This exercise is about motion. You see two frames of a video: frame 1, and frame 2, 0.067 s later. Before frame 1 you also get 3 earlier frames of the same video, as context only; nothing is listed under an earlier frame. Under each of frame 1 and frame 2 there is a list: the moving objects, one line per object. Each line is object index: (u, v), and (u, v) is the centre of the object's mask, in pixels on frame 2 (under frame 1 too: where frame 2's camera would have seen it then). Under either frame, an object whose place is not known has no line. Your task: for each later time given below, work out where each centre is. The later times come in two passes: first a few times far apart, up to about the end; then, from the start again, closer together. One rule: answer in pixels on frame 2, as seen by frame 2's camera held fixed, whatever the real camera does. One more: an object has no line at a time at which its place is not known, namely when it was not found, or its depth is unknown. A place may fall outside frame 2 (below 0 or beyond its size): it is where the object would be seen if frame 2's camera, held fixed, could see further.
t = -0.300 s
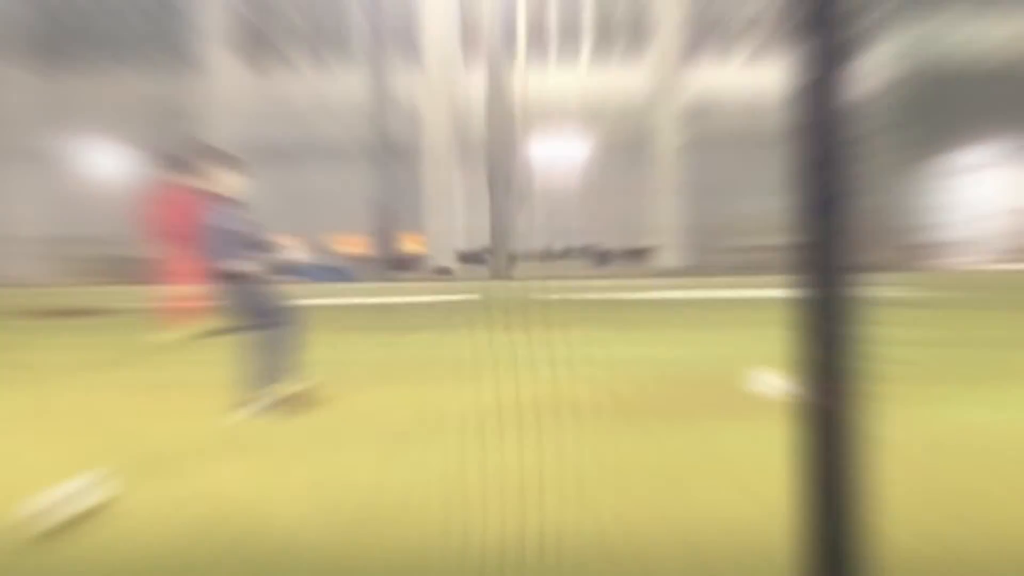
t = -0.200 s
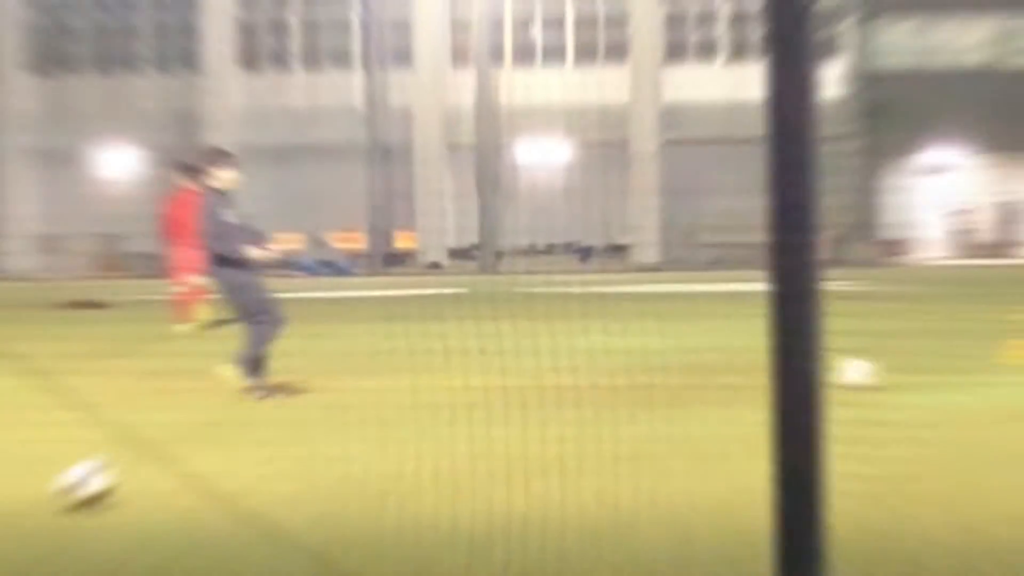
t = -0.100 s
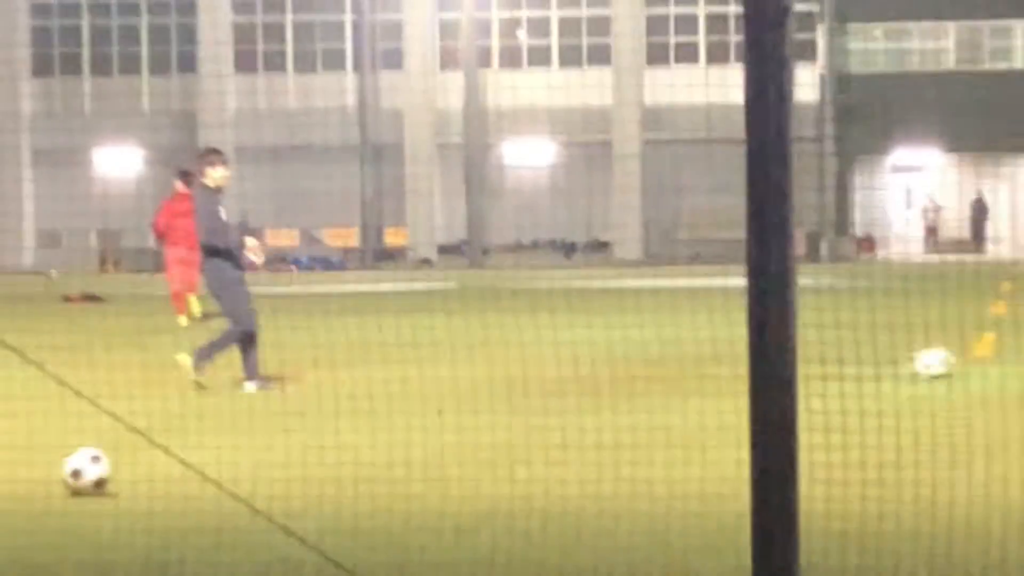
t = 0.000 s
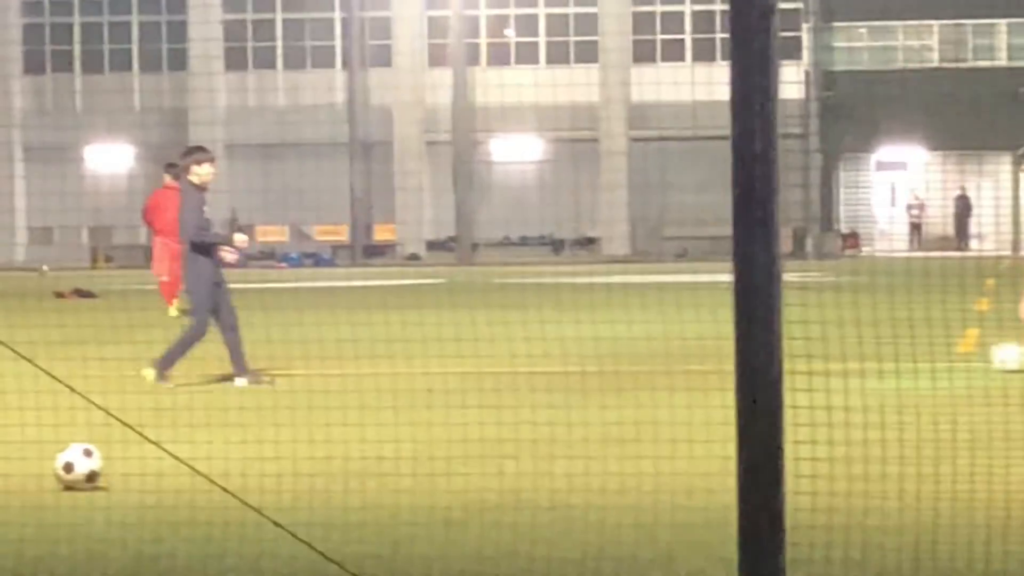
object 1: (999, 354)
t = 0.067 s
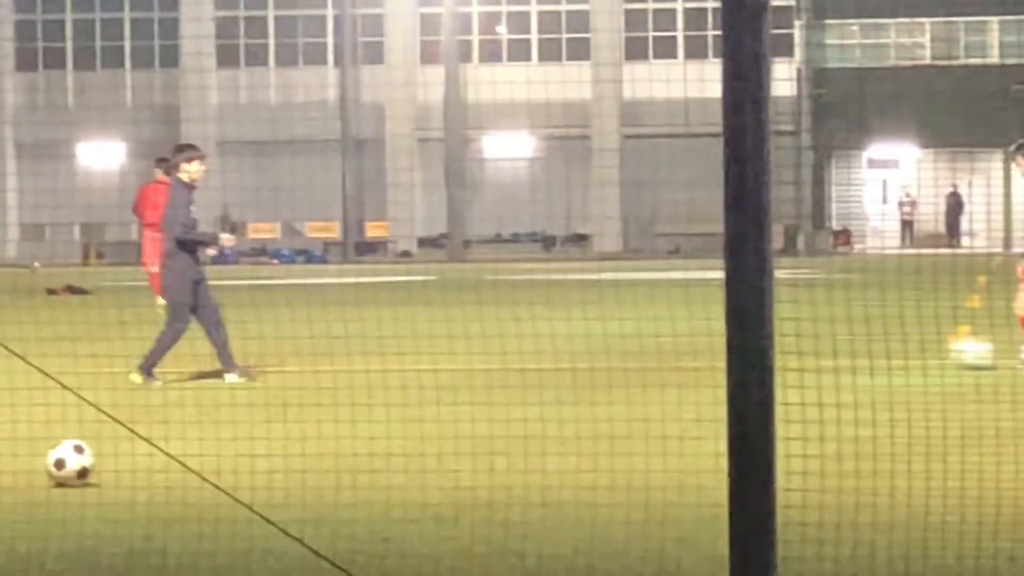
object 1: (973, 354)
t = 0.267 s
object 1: (790, 357)
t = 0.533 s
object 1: (587, 361)
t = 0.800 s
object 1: (434, 364)
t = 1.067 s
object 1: (289, 364)
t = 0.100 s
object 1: (941, 350)
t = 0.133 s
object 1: (909, 347)
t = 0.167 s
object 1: (879, 348)
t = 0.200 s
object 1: (847, 348)
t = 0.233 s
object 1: (816, 352)
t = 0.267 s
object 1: (790, 357)
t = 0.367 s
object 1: (707, 351)
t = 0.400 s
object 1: (683, 350)
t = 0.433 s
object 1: (659, 351)
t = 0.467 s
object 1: (635, 353)
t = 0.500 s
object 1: (609, 357)
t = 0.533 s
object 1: (587, 361)
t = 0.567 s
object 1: (565, 359)
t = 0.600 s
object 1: (545, 355)
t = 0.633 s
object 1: (527, 352)
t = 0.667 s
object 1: (508, 352)
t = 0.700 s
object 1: (490, 353)
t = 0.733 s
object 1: (471, 355)
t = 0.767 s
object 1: (452, 360)
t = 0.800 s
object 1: (434, 364)
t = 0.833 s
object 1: (416, 362)
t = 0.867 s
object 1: (398, 360)
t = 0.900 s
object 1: (379, 358)
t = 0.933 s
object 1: (360, 358)
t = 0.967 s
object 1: (342, 360)
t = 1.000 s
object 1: (326, 364)
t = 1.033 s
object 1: (307, 365)
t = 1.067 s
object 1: (289, 364)
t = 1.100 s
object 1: (271, 365)
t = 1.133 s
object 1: (253, 365)
